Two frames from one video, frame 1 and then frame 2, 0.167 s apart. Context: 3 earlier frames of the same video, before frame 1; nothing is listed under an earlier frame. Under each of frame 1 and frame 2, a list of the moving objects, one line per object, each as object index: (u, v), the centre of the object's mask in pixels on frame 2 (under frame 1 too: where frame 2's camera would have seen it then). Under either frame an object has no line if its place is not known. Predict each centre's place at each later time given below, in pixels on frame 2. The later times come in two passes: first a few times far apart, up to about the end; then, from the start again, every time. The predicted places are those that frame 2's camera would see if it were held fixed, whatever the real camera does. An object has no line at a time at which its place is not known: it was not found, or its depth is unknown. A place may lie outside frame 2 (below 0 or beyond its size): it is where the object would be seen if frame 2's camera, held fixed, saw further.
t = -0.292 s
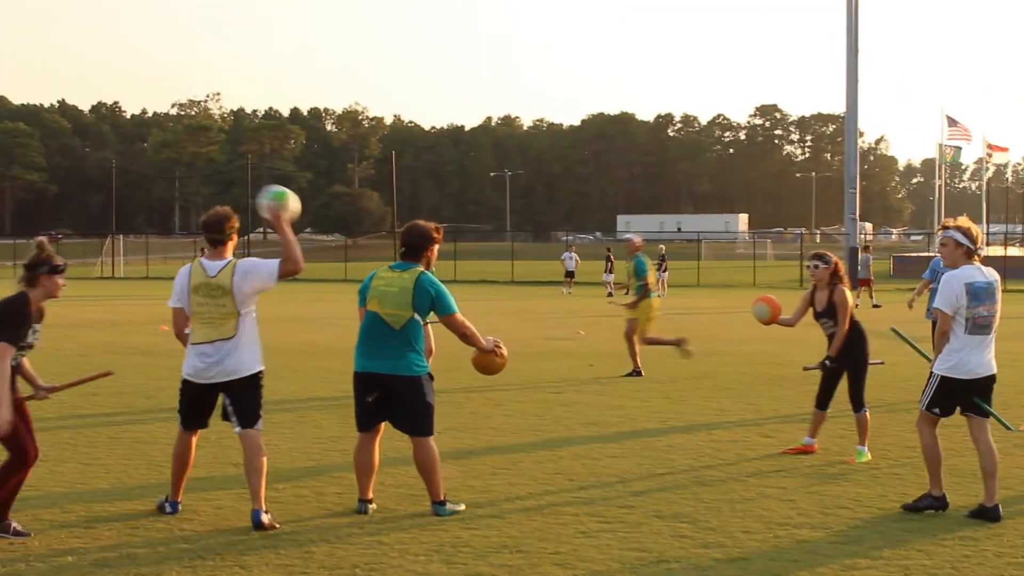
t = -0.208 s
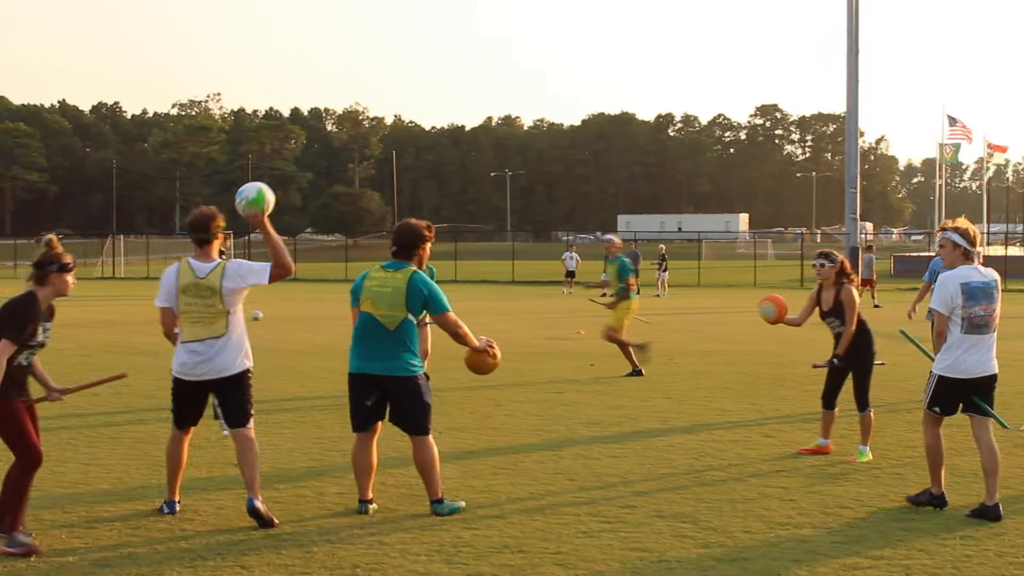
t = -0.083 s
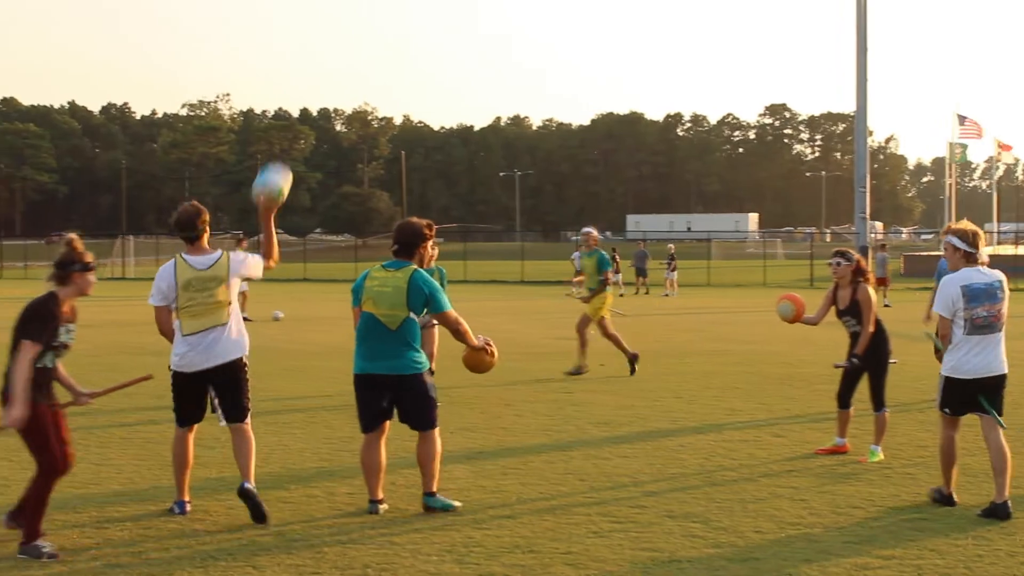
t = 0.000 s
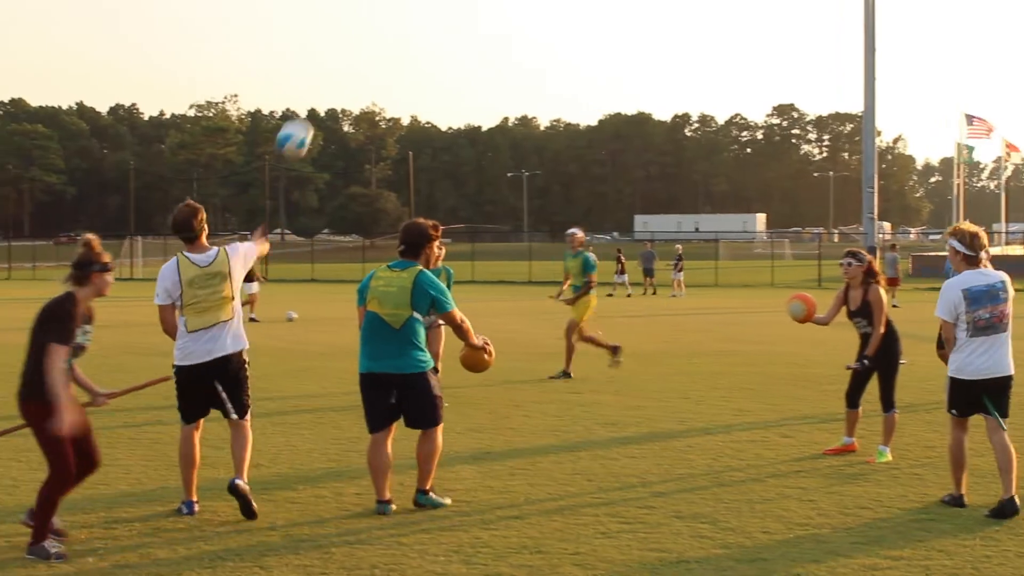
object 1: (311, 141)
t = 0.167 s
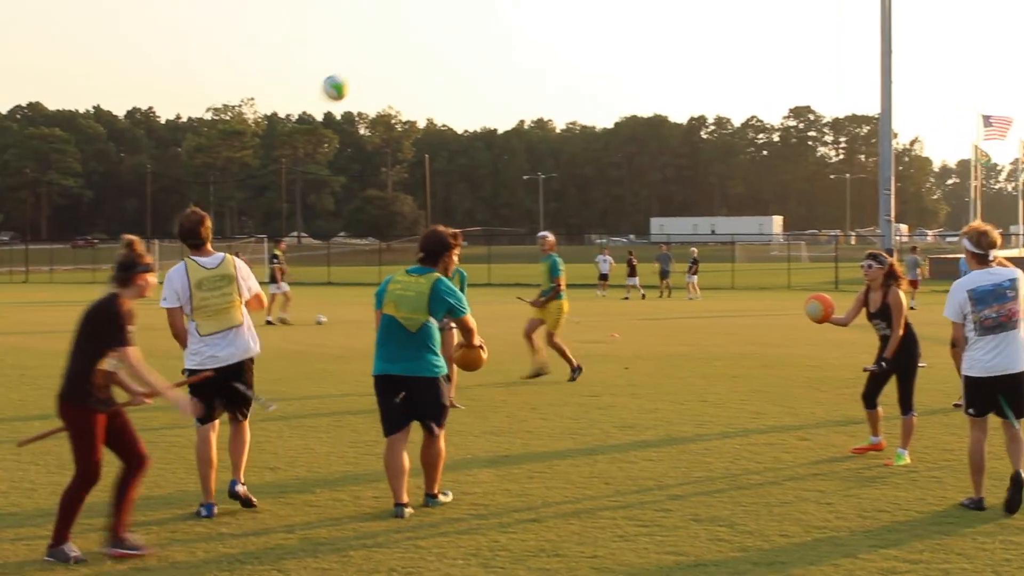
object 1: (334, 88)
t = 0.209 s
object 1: (339, 81)
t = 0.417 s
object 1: (364, 73)
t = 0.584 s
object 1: (380, 90)
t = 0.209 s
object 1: (339, 81)
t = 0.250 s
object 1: (345, 75)
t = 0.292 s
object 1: (350, 72)
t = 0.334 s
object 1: (355, 71)
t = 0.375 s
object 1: (360, 71)
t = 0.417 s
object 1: (364, 73)
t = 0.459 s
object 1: (368, 76)
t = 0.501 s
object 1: (372, 79)
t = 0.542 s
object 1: (376, 84)
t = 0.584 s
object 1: (380, 90)
